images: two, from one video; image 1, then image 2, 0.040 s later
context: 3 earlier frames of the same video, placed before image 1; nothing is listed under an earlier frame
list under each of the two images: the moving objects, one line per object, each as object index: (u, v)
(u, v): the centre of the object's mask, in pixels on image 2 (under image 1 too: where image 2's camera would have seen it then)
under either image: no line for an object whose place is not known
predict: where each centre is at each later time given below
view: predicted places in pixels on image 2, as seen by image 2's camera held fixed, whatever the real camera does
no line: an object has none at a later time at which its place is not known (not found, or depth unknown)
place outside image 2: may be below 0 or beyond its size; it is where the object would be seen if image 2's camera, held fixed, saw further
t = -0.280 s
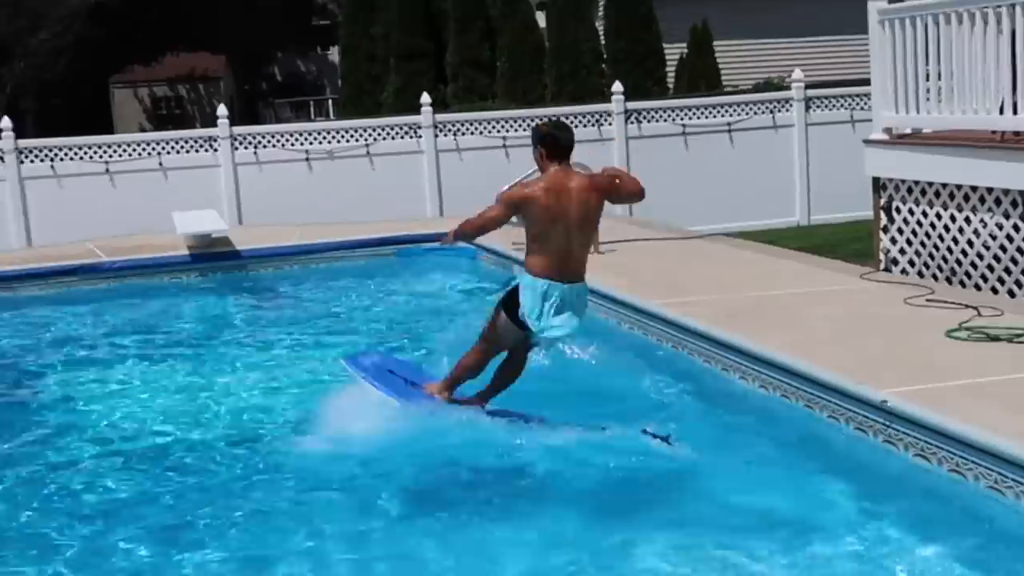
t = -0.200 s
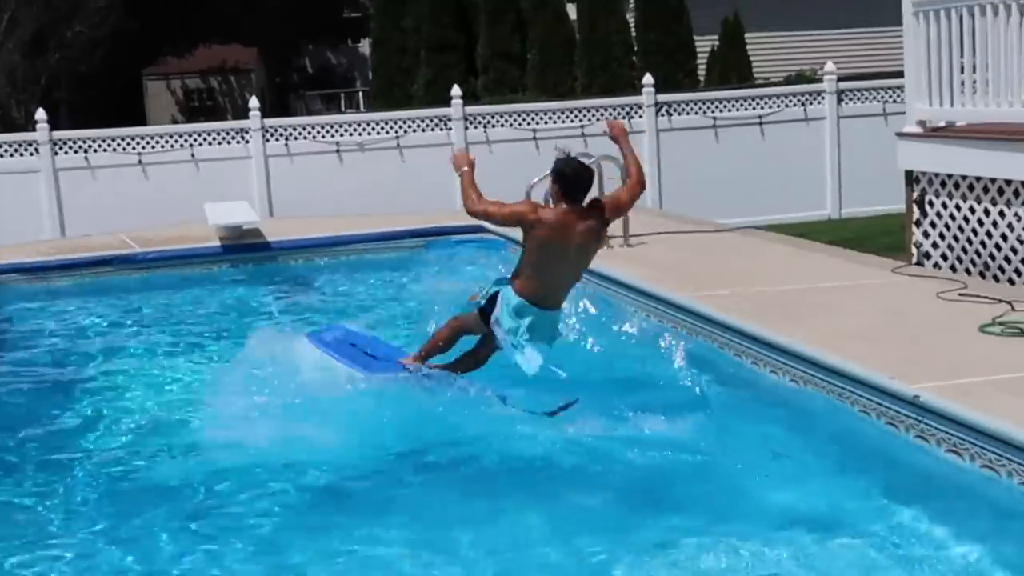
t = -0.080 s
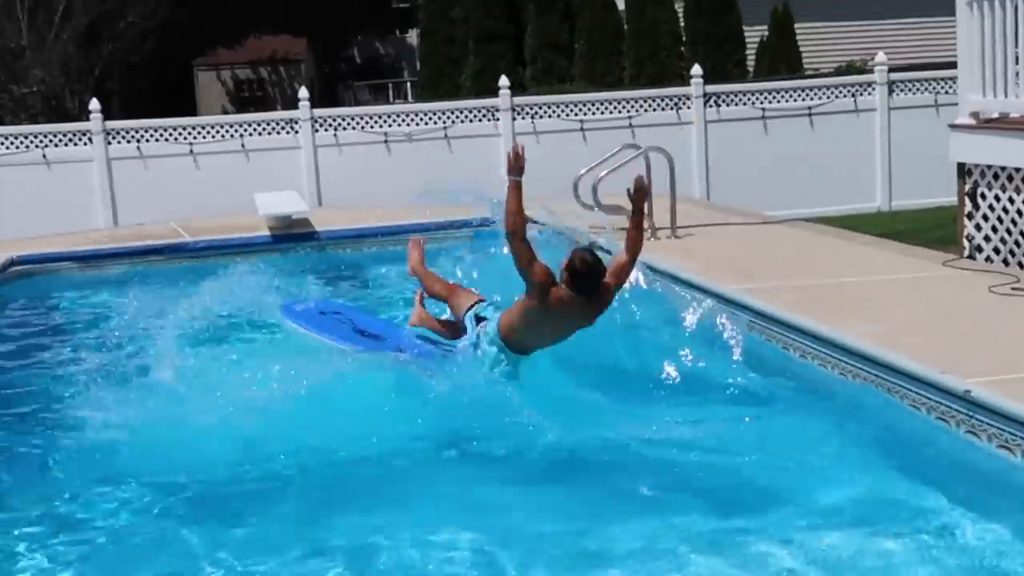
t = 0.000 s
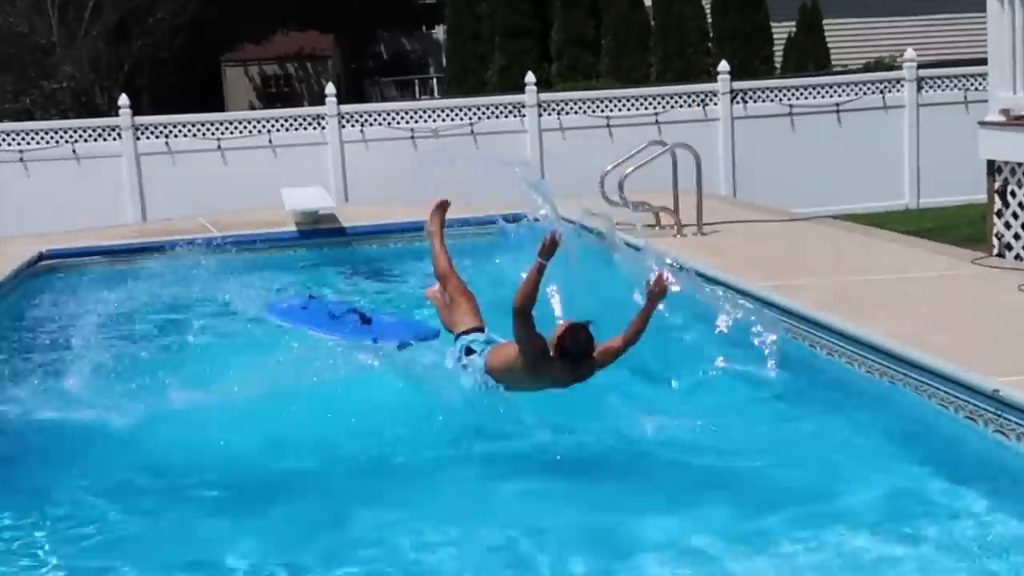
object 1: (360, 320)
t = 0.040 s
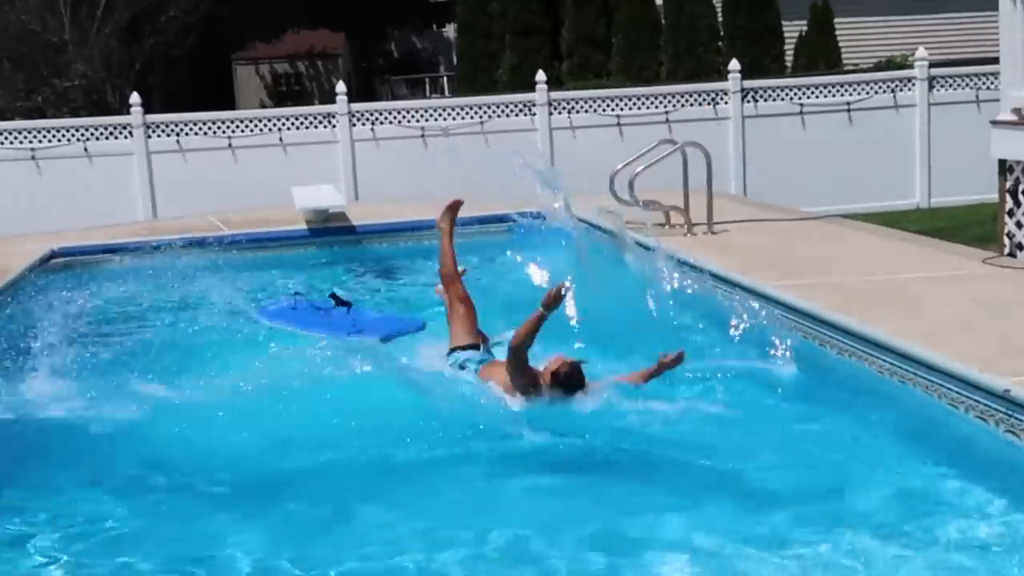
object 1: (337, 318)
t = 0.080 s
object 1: (310, 317)
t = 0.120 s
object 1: (290, 320)
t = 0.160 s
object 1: (275, 321)
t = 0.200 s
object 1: (253, 323)
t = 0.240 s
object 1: (239, 317)
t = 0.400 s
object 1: (190, 312)
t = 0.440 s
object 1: (175, 310)
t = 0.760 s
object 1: (111, 300)
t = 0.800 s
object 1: (108, 299)
